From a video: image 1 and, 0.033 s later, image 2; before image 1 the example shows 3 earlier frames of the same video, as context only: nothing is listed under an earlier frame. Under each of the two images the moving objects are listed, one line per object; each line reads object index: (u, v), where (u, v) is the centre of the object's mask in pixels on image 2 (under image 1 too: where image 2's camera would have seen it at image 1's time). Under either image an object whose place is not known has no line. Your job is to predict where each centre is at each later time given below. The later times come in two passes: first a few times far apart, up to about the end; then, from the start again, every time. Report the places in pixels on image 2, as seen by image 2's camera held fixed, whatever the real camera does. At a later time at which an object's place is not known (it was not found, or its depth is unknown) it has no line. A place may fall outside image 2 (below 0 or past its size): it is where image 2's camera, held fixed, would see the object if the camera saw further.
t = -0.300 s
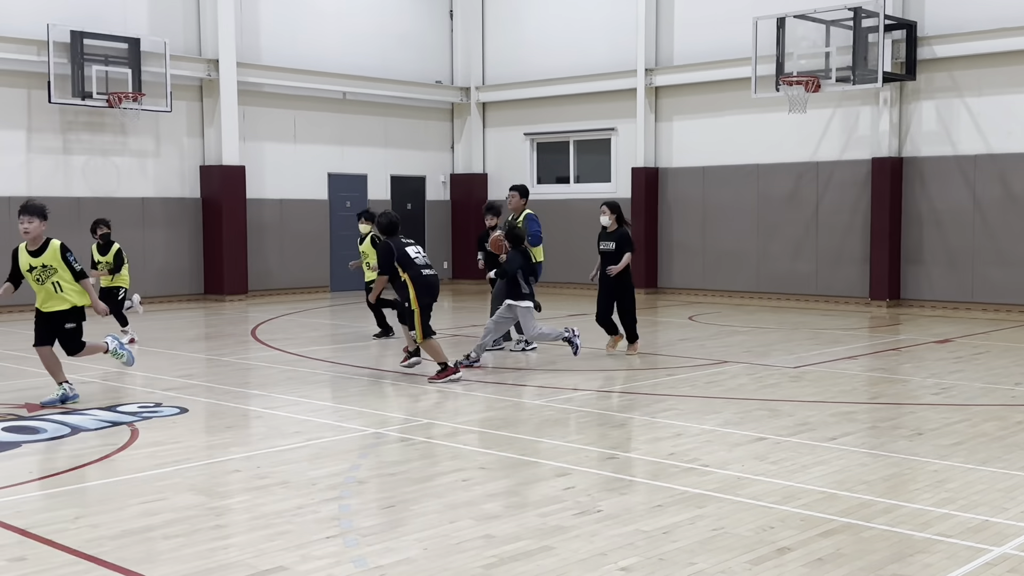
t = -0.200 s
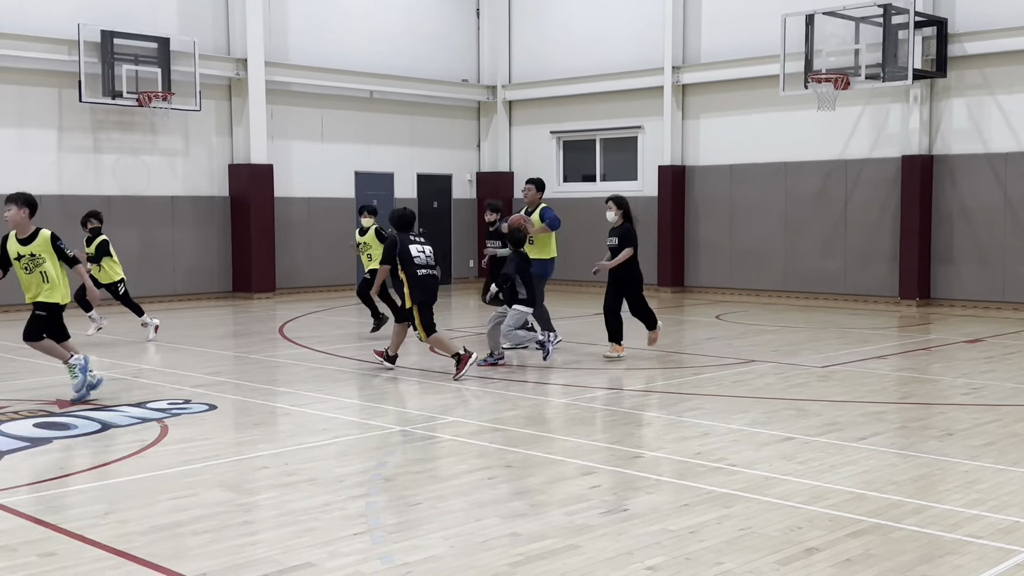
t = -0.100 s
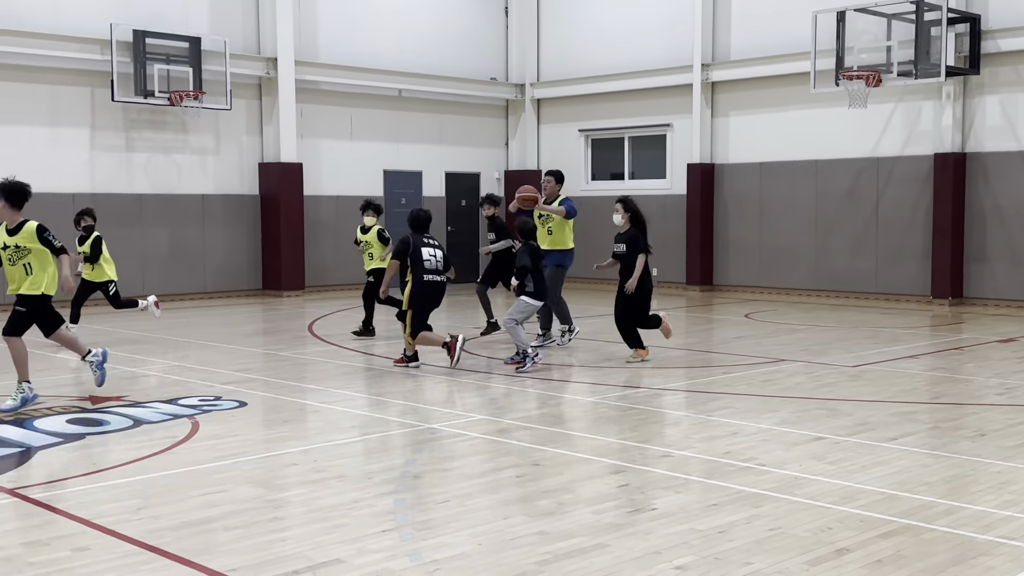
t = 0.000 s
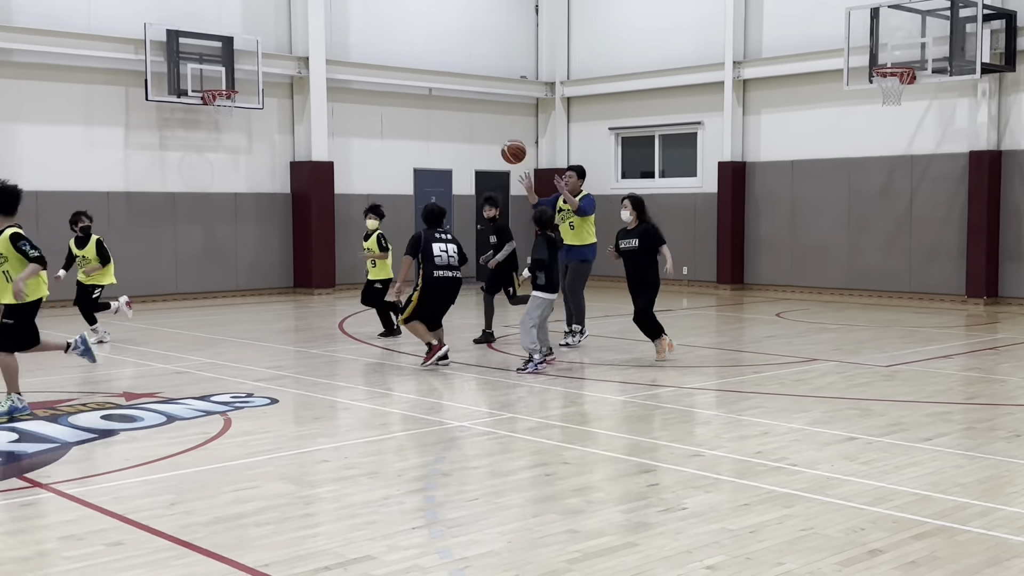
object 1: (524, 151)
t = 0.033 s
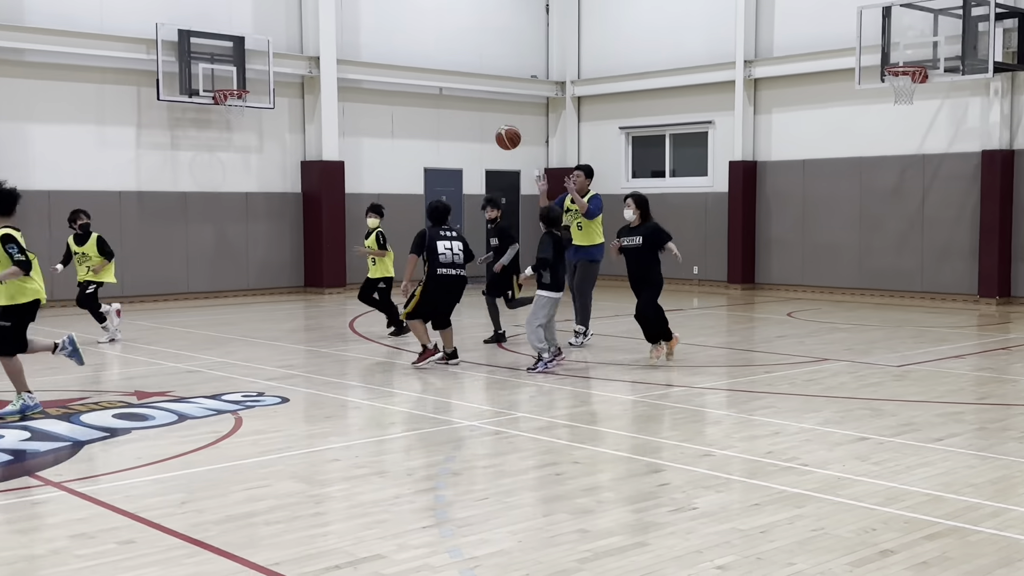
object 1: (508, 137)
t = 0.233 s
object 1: (404, 75)
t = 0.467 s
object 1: (262, 54)
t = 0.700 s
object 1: (91, 107)
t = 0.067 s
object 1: (492, 124)
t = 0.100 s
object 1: (475, 113)
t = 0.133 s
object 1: (458, 102)
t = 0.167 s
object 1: (441, 91)
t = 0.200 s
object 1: (423, 83)
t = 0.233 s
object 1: (404, 75)
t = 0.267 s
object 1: (386, 68)
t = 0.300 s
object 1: (366, 62)
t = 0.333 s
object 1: (347, 58)
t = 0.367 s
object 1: (326, 55)
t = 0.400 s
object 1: (306, 53)
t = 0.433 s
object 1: (284, 53)
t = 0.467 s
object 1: (262, 54)
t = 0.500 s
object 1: (240, 56)
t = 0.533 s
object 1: (217, 61)
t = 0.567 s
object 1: (193, 66)
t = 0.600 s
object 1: (169, 74)
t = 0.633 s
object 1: (144, 83)
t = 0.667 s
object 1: (118, 94)
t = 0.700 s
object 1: (91, 107)
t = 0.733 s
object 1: (64, 122)
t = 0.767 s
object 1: (36, 138)
